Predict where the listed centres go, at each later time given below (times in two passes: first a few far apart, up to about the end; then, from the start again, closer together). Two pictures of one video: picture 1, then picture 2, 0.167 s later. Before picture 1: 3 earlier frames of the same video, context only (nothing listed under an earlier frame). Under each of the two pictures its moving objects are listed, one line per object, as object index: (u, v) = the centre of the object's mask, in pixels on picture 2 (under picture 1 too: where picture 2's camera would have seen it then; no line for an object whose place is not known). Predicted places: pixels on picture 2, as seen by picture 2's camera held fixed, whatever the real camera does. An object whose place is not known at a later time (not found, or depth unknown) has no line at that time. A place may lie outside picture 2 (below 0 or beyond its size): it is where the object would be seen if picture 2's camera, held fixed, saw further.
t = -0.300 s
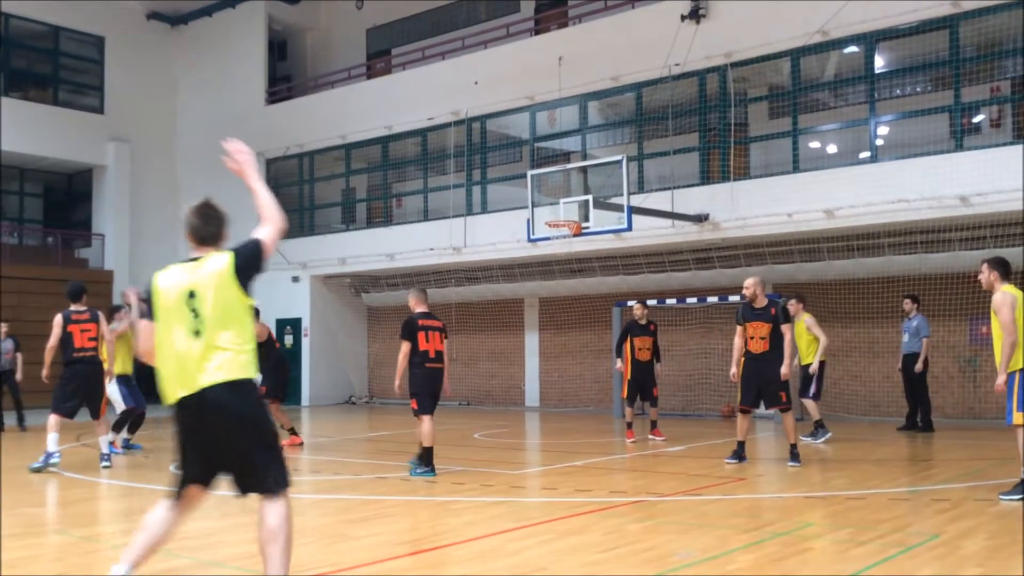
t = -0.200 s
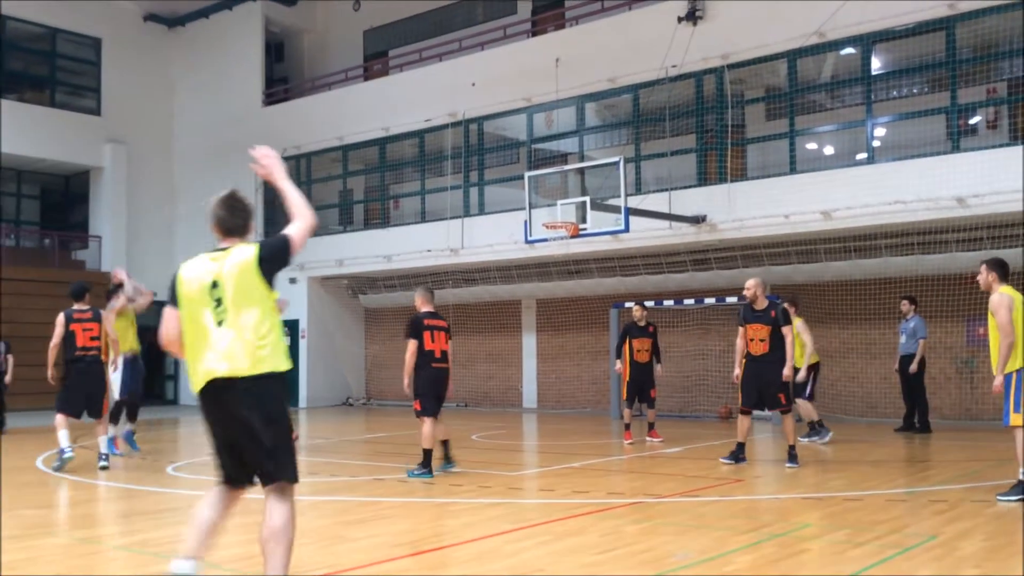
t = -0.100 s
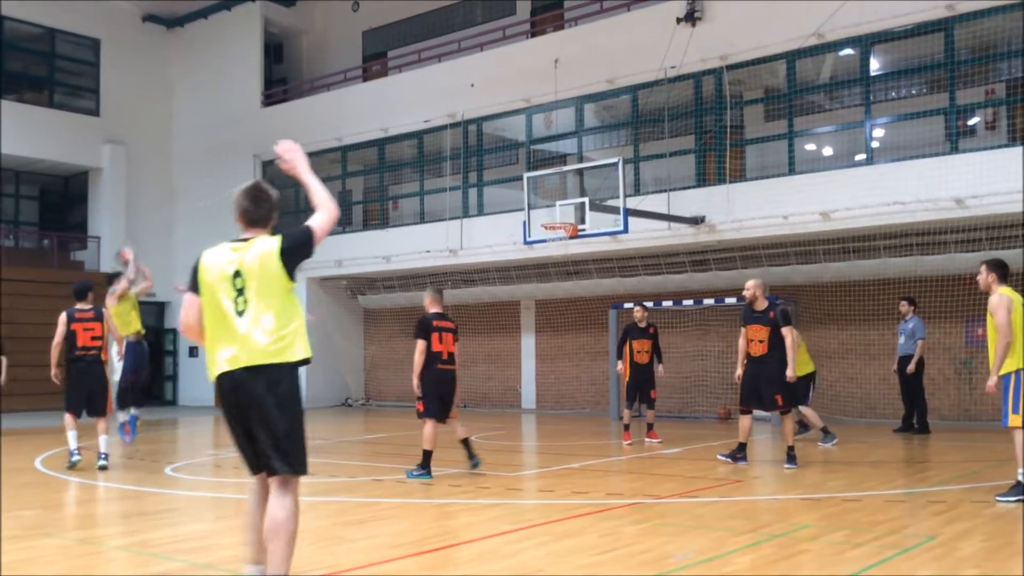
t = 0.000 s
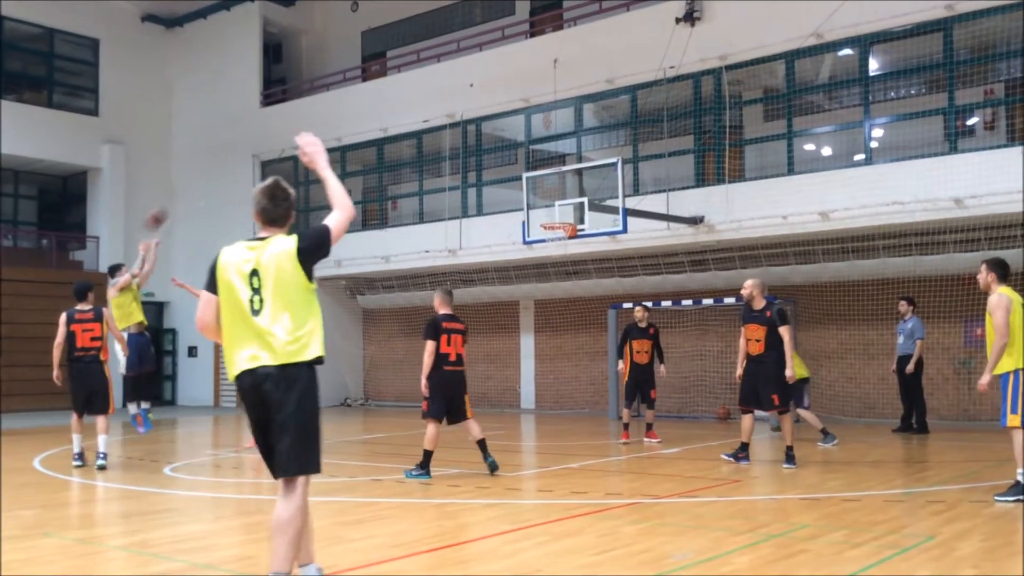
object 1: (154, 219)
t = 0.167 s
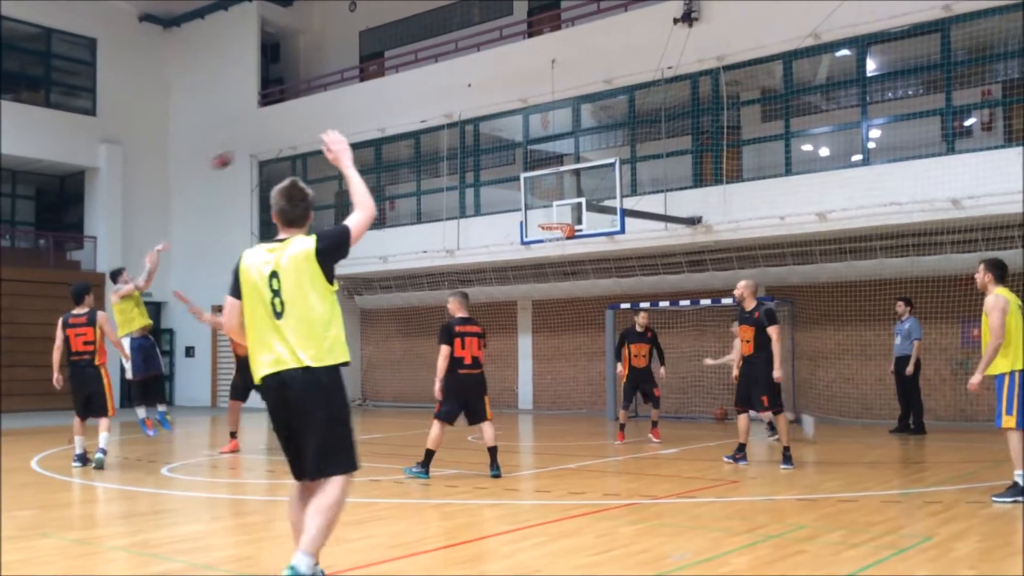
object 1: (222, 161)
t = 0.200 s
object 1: (235, 151)
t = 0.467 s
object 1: (335, 110)
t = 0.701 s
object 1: (415, 117)
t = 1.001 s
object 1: (510, 179)
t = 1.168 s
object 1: (558, 230)
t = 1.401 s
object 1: (573, 242)
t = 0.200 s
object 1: (235, 151)
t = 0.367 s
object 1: (299, 118)
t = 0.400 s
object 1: (311, 115)
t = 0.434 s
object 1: (323, 112)
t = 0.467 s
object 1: (335, 110)
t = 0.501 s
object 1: (346, 109)
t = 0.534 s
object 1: (358, 108)
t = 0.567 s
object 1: (369, 109)
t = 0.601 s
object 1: (382, 110)
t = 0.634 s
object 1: (393, 112)
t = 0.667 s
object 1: (404, 114)
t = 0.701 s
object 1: (415, 117)
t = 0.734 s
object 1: (425, 121)
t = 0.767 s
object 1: (438, 126)
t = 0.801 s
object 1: (449, 132)
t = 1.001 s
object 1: (510, 179)
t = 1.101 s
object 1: (541, 211)
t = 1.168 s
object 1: (558, 230)
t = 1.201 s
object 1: (564, 235)
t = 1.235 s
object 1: (569, 239)
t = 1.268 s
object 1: (571, 238)
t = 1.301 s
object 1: (572, 238)
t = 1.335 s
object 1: (572, 238)
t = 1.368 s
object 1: (573, 240)
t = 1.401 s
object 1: (573, 242)
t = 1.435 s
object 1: (574, 245)
